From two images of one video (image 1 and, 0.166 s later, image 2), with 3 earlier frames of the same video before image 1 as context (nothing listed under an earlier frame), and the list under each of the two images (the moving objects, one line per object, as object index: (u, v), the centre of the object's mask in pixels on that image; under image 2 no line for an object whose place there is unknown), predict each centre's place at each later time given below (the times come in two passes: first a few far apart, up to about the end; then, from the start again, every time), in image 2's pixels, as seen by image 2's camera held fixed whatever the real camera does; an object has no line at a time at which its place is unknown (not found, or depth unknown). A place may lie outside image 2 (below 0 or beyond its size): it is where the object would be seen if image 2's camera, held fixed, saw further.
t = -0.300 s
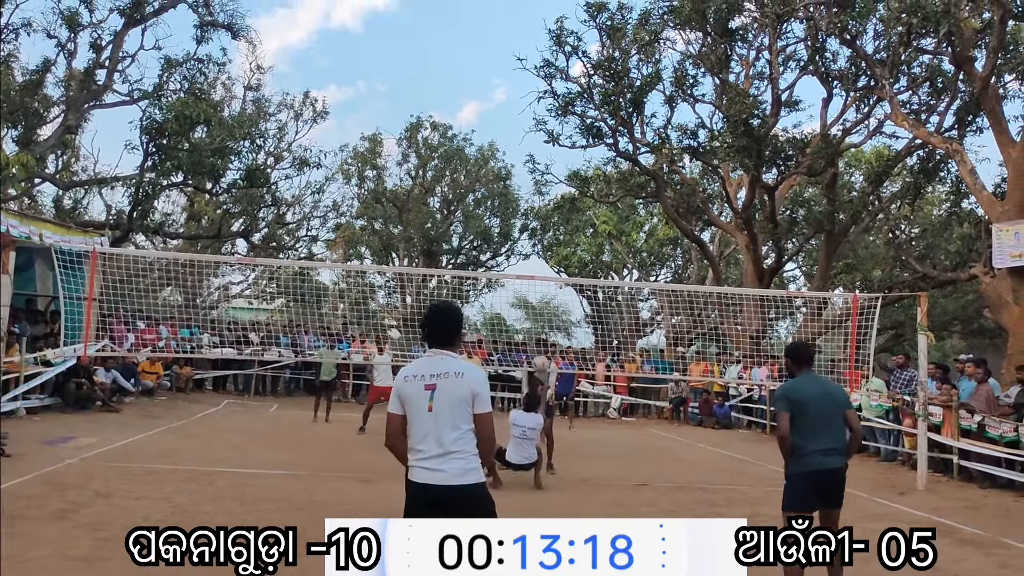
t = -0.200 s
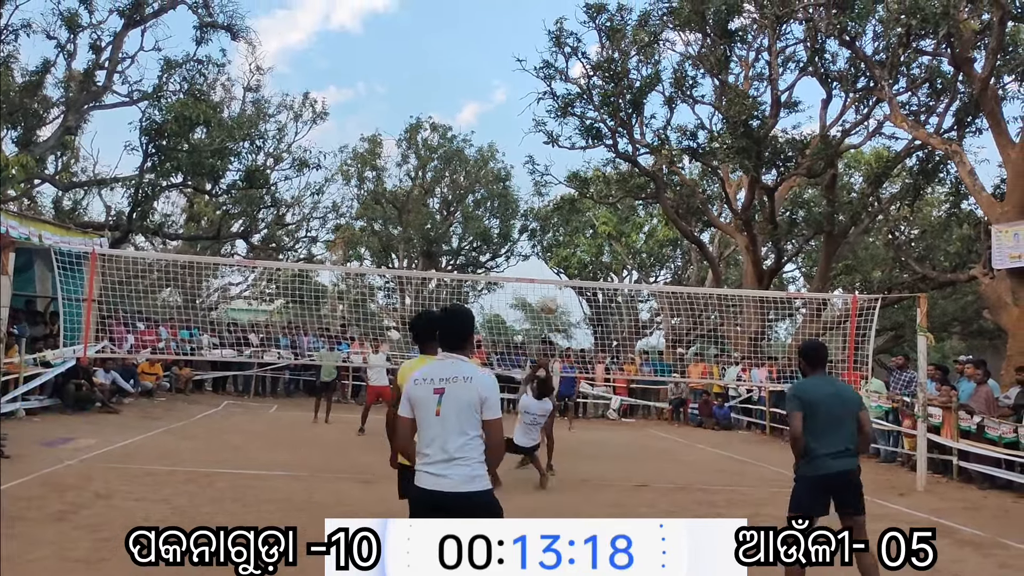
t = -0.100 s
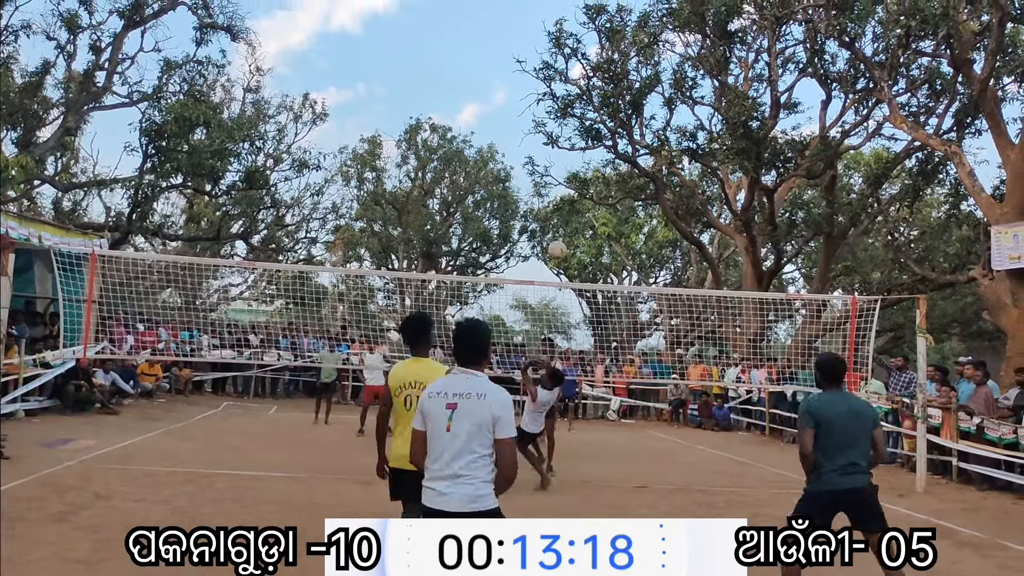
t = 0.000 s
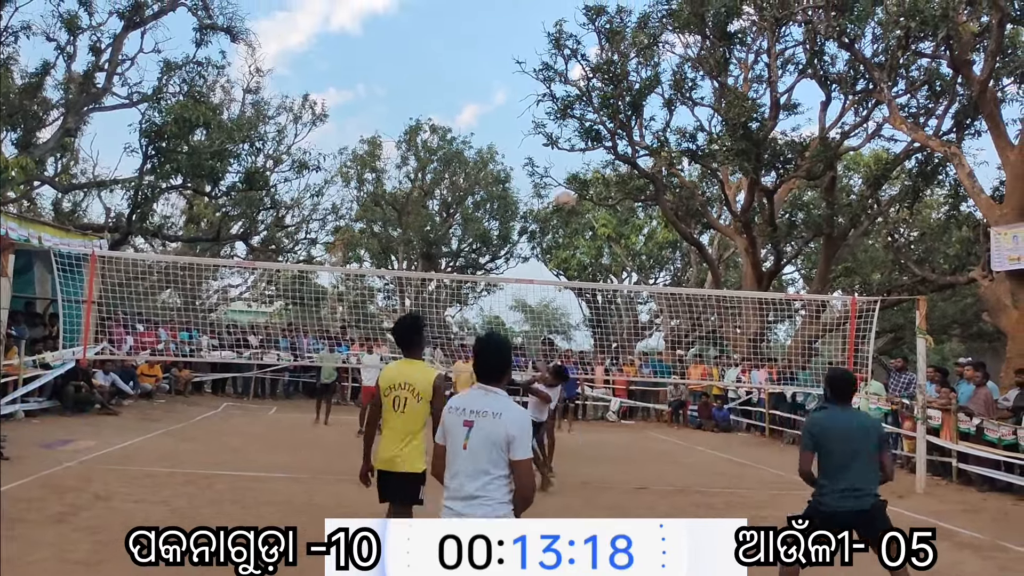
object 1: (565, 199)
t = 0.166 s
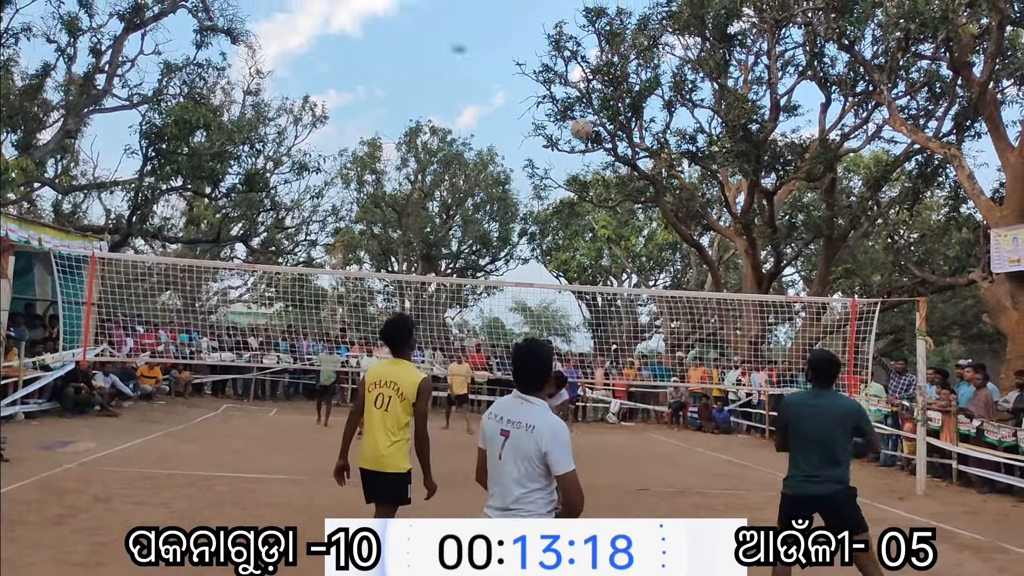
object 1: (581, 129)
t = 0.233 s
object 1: (588, 104)
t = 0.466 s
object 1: (612, 47)
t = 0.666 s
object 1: (634, 44)
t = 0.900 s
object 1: (667, 123)
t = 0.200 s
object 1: (585, 117)
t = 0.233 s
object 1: (588, 104)
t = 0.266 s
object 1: (590, 93)
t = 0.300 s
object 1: (594, 83)
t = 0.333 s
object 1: (598, 75)
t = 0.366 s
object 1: (602, 67)
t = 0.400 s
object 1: (604, 59)
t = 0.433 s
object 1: (608, 52)
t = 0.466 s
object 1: (612, 47)
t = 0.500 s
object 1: (616, 43)
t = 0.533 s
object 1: (620, 42)
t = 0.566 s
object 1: (621, 41)
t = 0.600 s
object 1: (626, 41)
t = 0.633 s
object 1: (630, 42)
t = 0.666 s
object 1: (634, 44)
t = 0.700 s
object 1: (638, 48)
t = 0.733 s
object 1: (643, 55)
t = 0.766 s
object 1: (648, 64)
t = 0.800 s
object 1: (653, 75)
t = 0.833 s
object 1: (657, 89)
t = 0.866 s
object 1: (662, 104)
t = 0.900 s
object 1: (667, 123)
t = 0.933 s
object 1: (672, 146)
